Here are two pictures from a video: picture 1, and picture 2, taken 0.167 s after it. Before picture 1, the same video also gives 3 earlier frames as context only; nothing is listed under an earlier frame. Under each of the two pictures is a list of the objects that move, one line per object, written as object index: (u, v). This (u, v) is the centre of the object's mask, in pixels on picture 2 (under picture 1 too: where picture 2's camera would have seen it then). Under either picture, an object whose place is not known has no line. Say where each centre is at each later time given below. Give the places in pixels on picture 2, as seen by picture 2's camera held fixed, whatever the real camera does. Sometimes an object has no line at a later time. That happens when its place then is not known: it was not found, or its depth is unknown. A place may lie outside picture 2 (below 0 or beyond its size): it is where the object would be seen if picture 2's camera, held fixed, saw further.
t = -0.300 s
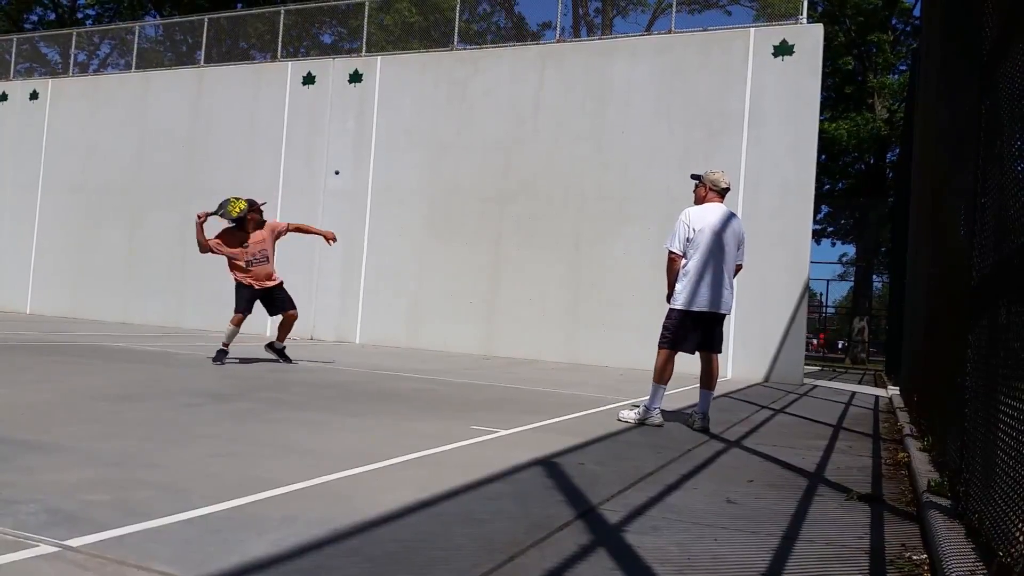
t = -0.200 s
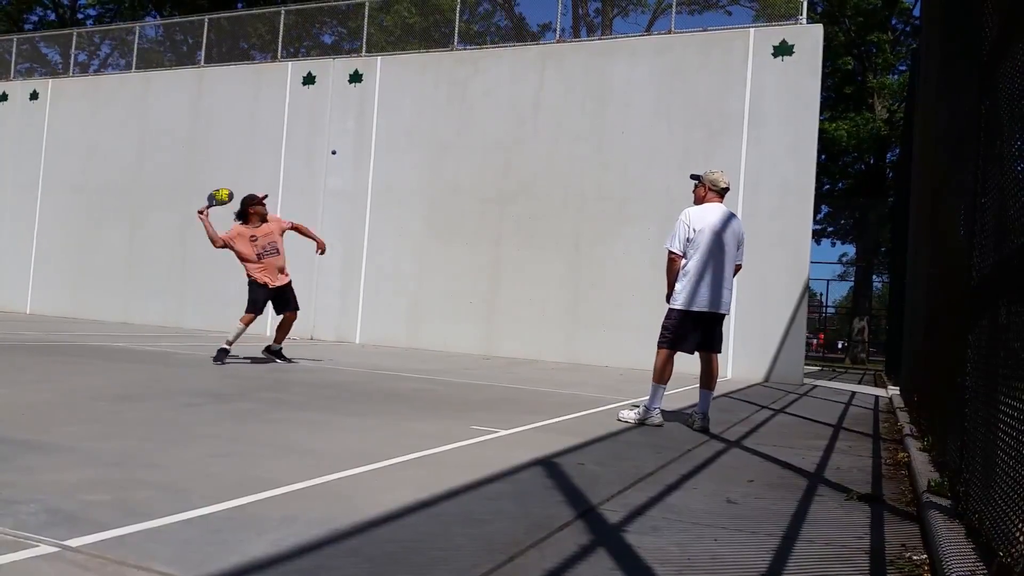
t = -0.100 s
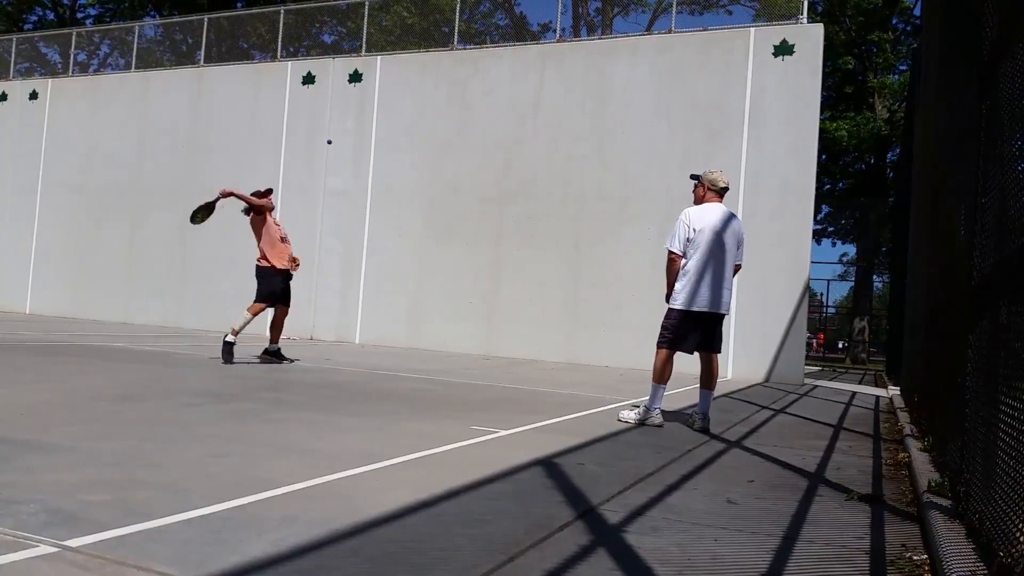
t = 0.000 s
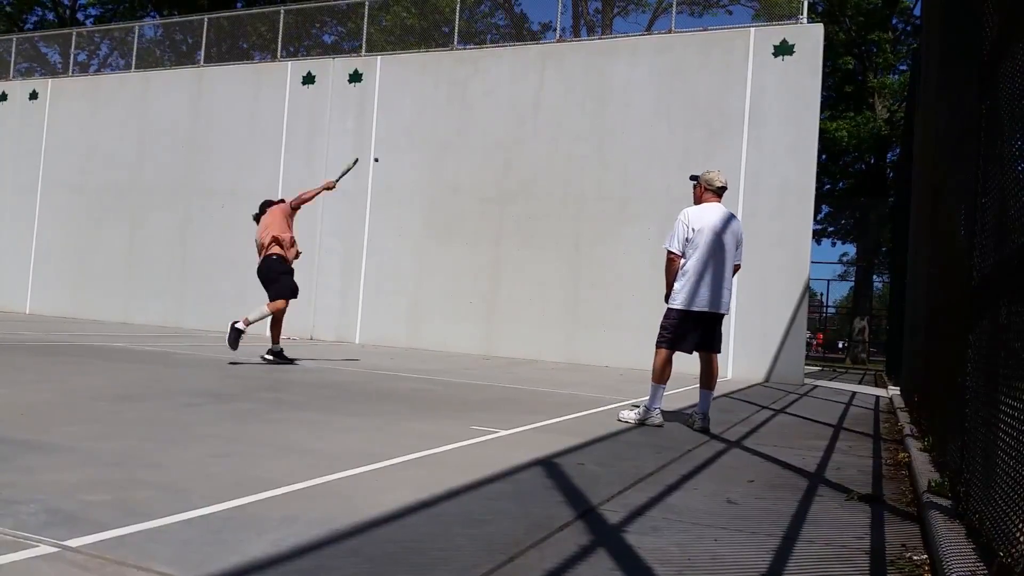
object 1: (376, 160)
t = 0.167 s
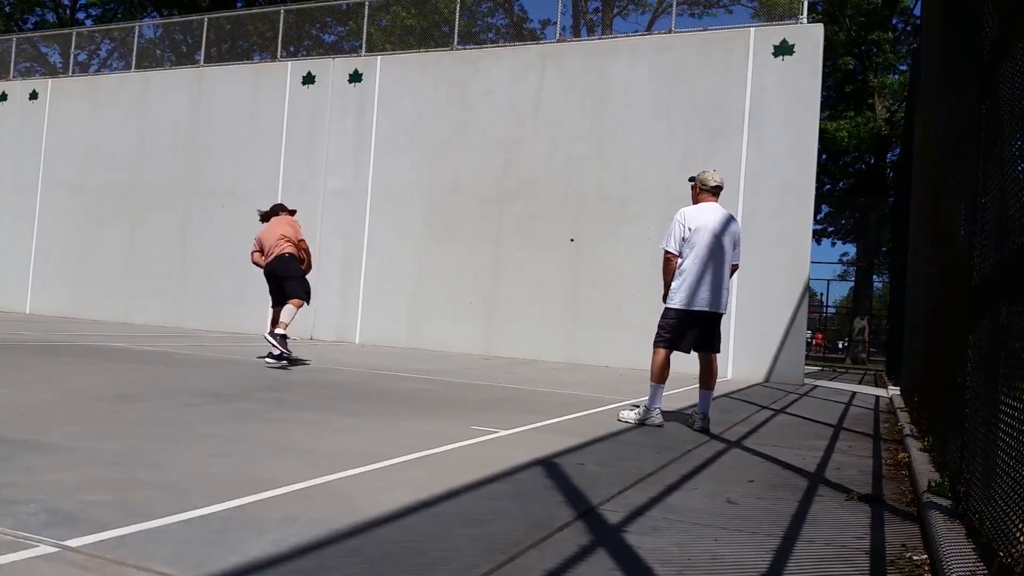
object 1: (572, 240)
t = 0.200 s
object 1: (564, 241)
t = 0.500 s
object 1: (414, 348)
